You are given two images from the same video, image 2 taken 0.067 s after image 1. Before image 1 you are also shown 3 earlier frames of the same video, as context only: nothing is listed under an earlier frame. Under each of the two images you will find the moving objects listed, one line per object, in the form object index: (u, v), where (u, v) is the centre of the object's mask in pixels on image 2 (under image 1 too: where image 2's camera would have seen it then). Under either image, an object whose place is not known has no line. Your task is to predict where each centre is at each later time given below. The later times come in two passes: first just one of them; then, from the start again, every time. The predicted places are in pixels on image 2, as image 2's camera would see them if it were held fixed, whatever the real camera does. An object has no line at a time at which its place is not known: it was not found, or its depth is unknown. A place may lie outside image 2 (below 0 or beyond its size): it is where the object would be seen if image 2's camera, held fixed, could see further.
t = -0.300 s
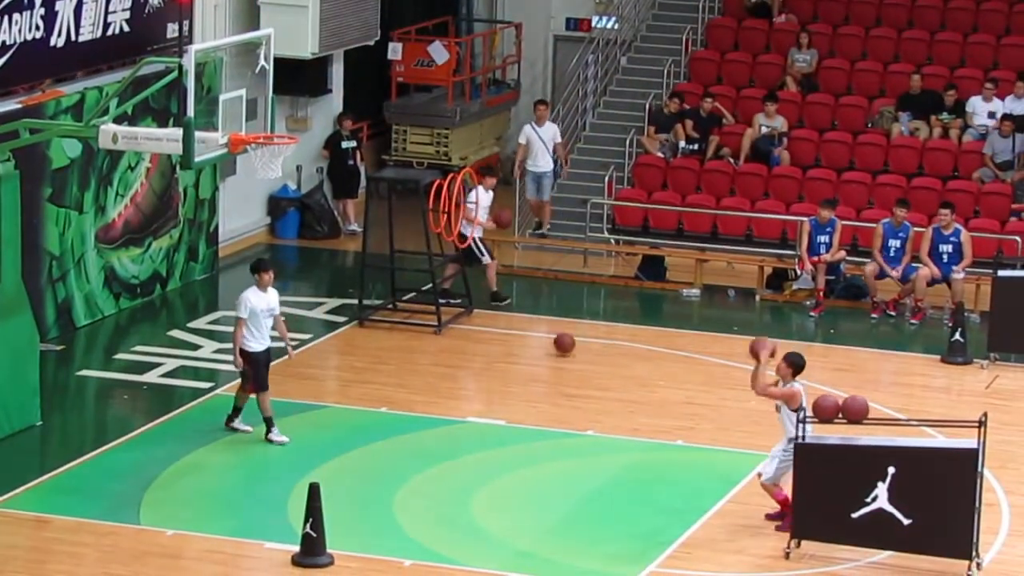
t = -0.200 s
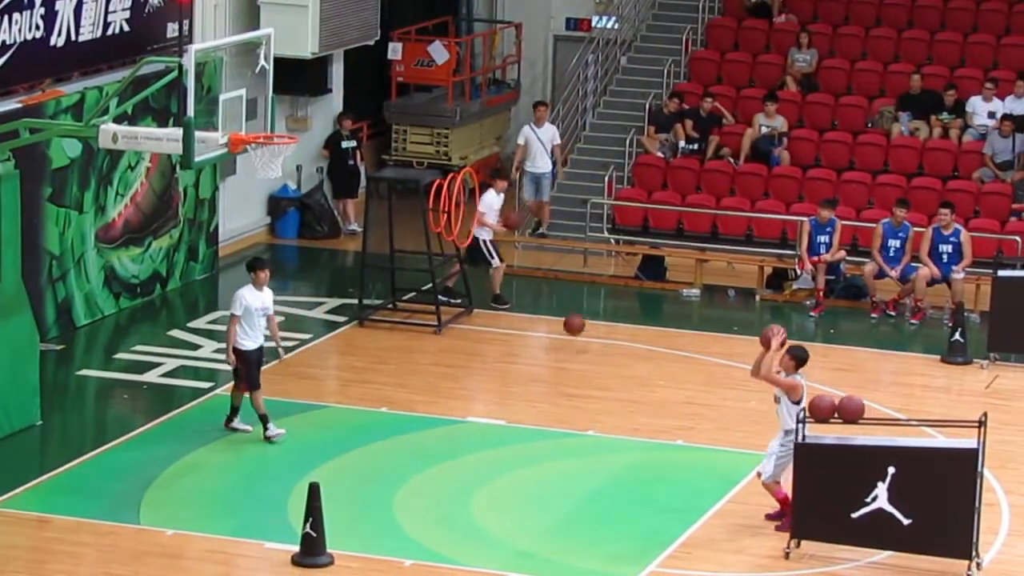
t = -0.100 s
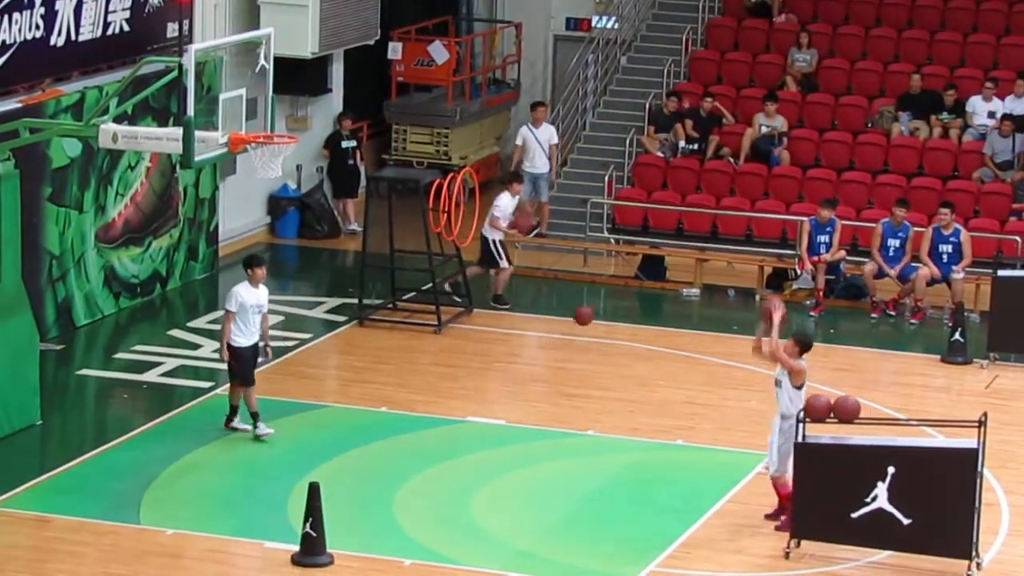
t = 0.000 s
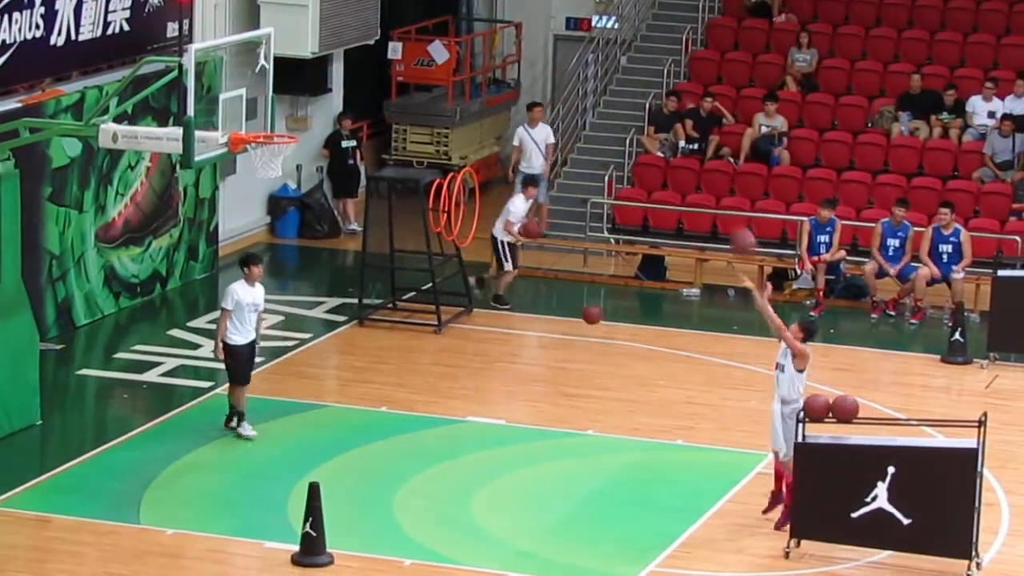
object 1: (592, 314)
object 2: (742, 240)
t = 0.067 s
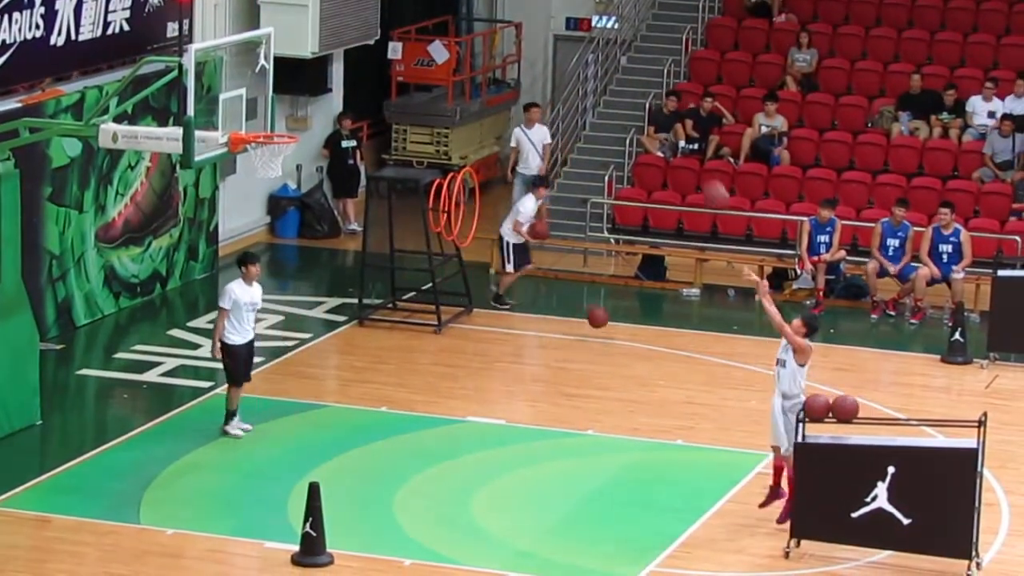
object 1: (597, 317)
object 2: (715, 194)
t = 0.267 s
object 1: (614, 310)
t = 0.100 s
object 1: (600, 320)
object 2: (702, 173)
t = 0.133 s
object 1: (603, 325)
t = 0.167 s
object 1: (605, 325)
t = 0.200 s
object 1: (609, 320)
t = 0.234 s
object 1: (611, 315)
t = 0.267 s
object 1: (614, 310)
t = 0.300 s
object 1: (617, 306)
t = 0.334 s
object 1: (621, 304)
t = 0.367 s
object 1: (624, 304)
